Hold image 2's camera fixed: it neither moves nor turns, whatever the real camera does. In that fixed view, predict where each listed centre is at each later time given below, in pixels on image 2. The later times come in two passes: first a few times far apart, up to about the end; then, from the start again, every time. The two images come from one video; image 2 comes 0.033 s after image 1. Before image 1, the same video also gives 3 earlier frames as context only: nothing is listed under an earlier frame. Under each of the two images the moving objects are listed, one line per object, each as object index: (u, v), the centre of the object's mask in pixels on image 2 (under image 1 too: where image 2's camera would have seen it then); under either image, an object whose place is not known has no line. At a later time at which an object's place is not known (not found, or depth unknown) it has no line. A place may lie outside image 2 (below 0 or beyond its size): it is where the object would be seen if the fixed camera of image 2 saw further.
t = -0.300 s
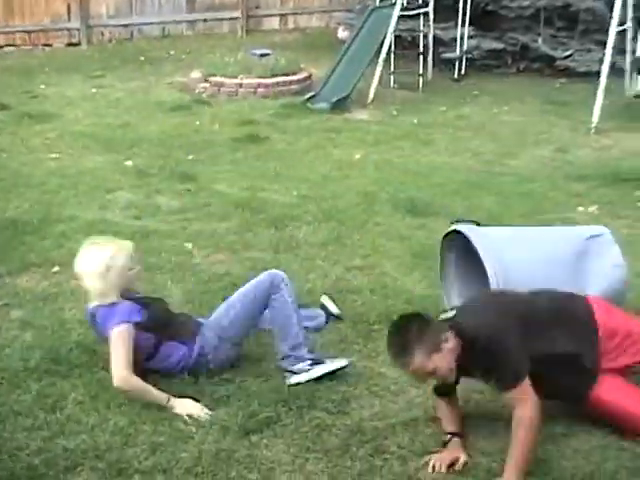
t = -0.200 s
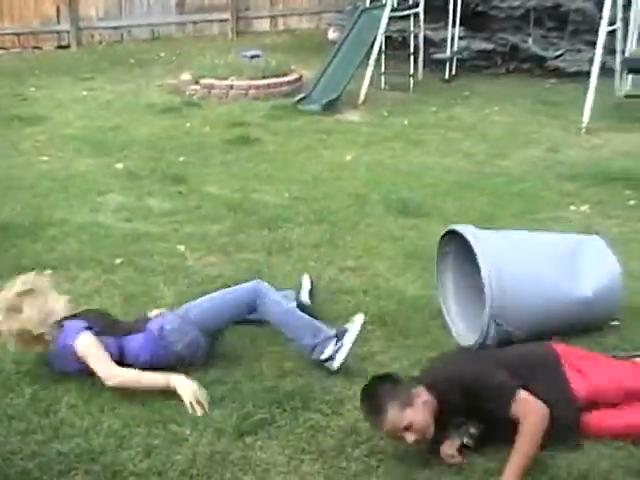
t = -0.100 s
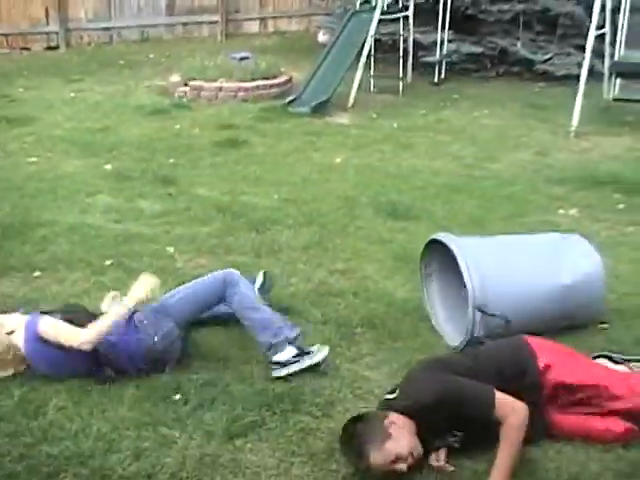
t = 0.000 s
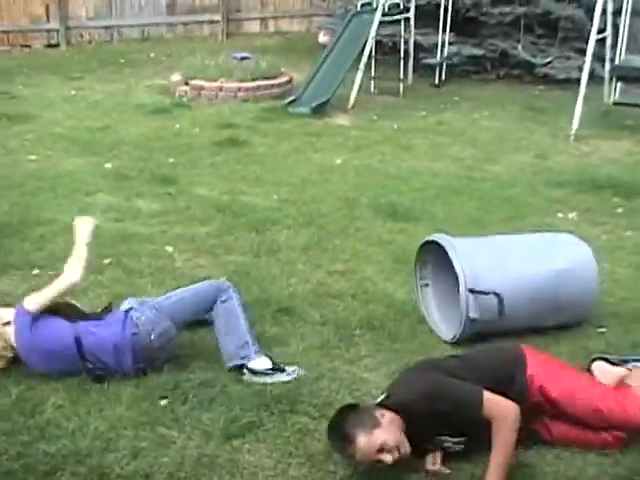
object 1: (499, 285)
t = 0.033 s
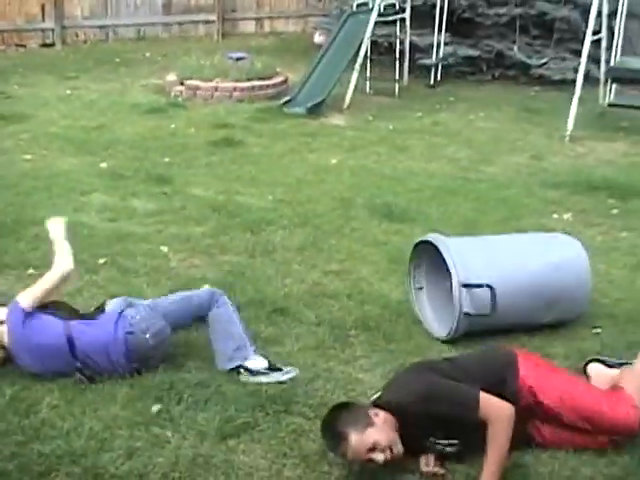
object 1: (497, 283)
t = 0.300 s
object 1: (490, 275)
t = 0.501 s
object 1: (489, 270)
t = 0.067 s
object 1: (496, 281)
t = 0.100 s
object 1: (495, 280)
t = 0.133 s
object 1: (495, 279)
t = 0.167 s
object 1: (494, 277)
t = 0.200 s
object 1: (492, 276)
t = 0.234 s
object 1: (491, 276)
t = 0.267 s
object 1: (491, 275)
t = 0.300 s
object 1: (490, 275)
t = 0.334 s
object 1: (490, 274)
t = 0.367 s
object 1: (489, 273)
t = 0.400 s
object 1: (489, 272)
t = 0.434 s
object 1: (489, 271)
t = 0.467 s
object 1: (489, 271)
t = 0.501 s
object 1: (489, 270)
